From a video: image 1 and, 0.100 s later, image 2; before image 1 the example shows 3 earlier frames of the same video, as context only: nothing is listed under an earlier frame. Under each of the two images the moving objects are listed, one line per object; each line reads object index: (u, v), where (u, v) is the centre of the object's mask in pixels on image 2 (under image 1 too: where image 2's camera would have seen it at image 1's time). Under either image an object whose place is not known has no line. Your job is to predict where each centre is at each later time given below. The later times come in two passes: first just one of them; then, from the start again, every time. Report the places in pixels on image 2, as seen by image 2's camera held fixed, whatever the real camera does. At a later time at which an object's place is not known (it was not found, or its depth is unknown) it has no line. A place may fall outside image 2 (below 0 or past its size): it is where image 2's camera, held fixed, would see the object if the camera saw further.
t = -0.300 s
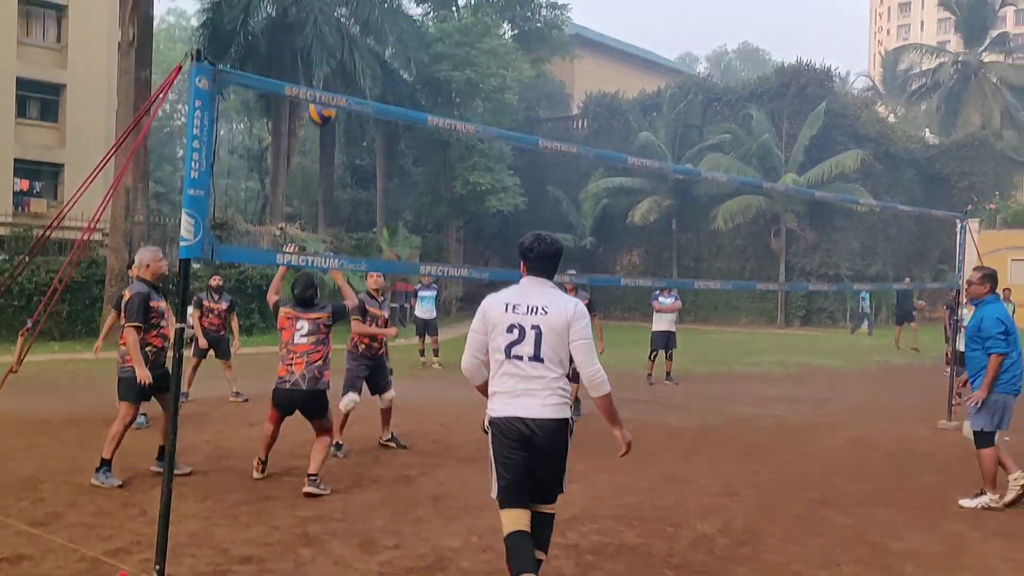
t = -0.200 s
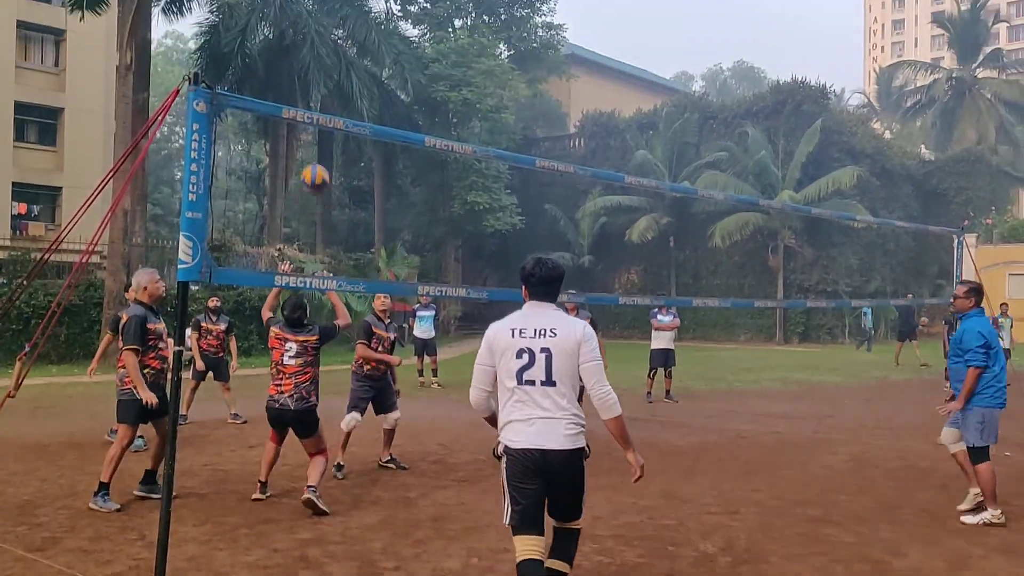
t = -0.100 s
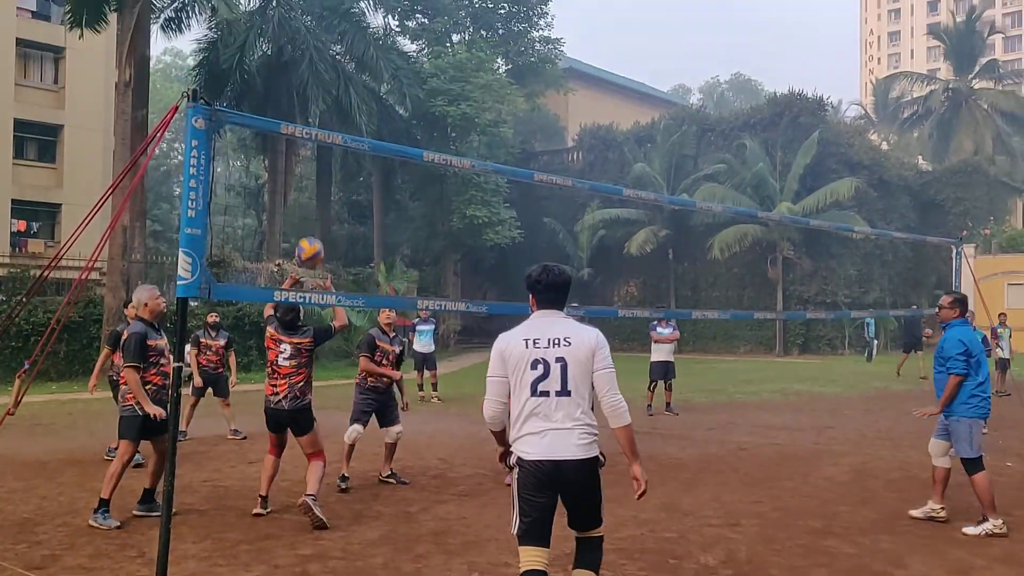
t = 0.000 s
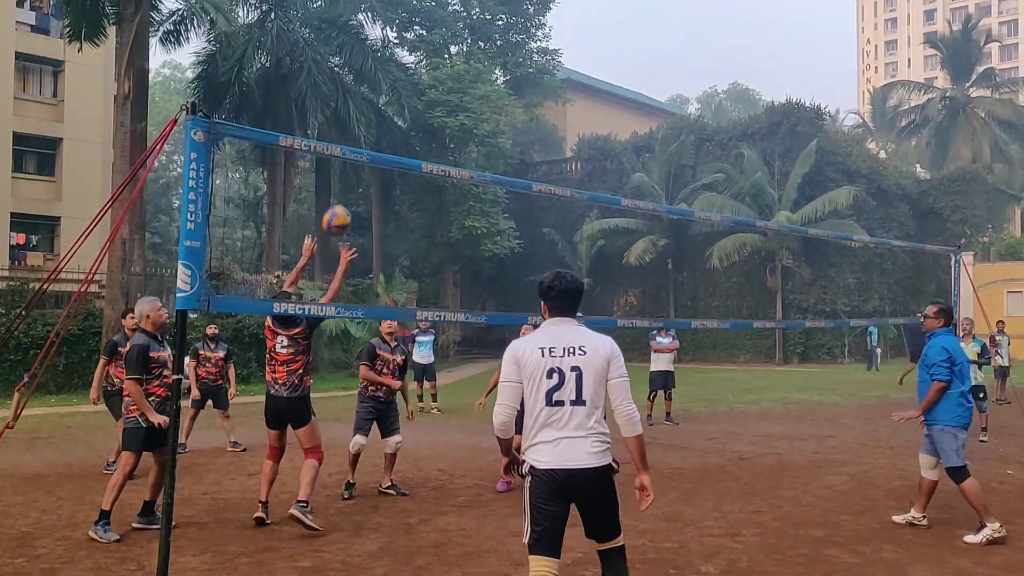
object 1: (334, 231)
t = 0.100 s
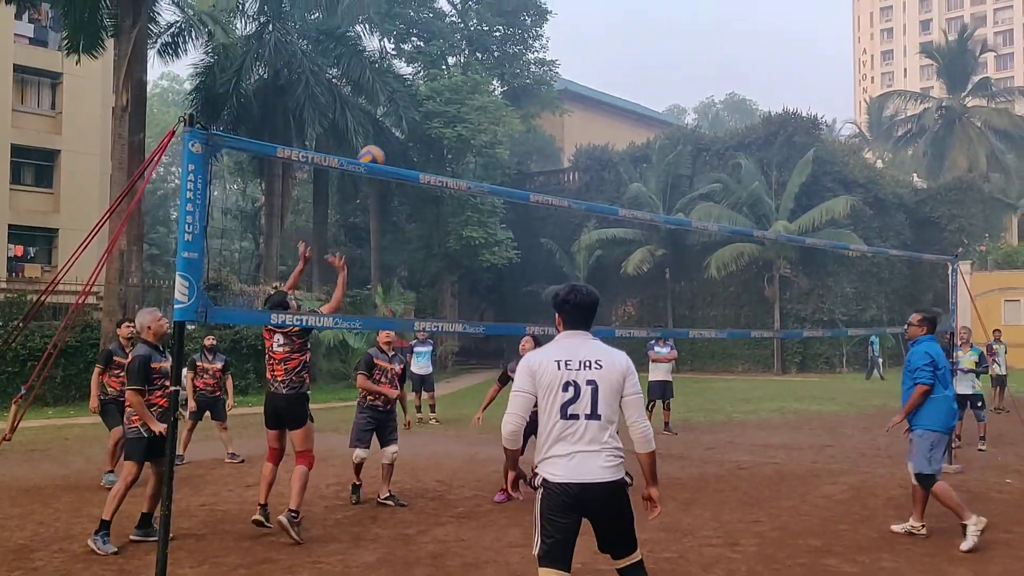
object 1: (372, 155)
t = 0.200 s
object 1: (404, 103)
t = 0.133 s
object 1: (382, 139)
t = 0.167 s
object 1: (394, 121)
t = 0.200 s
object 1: (404, 103)
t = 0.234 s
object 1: (414, 88)
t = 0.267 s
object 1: (422, 74)
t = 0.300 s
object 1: (431, 61)
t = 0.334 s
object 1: (438, 50)
